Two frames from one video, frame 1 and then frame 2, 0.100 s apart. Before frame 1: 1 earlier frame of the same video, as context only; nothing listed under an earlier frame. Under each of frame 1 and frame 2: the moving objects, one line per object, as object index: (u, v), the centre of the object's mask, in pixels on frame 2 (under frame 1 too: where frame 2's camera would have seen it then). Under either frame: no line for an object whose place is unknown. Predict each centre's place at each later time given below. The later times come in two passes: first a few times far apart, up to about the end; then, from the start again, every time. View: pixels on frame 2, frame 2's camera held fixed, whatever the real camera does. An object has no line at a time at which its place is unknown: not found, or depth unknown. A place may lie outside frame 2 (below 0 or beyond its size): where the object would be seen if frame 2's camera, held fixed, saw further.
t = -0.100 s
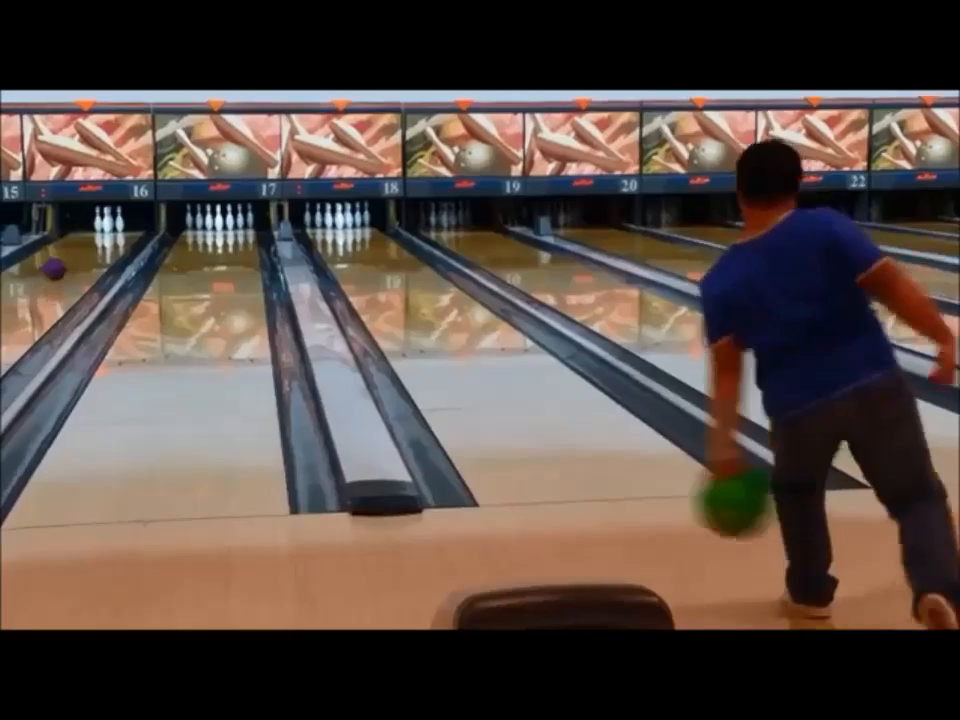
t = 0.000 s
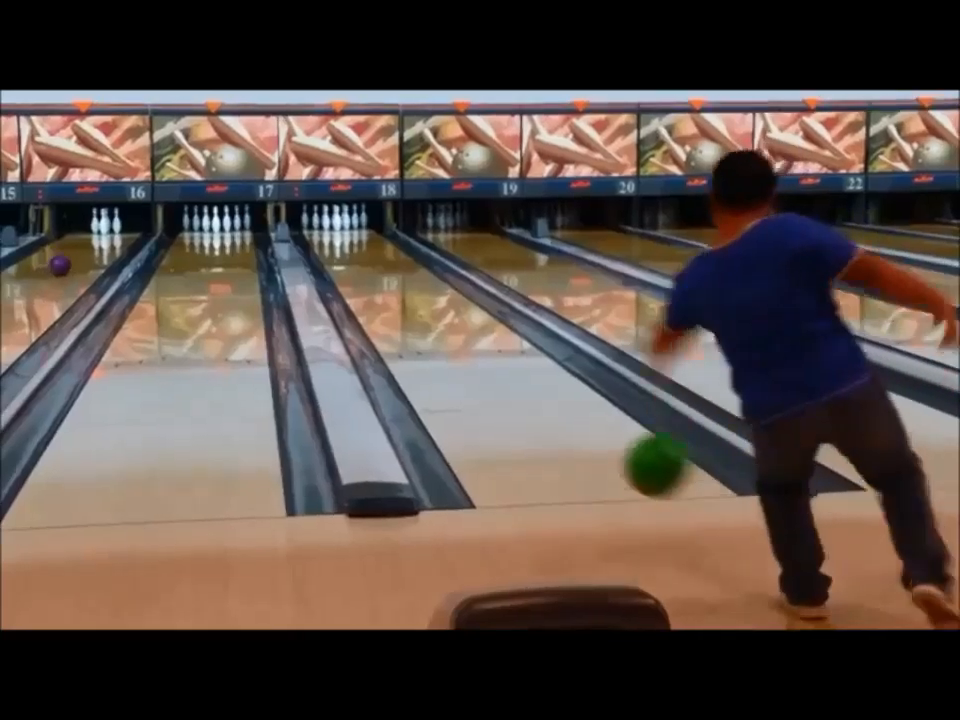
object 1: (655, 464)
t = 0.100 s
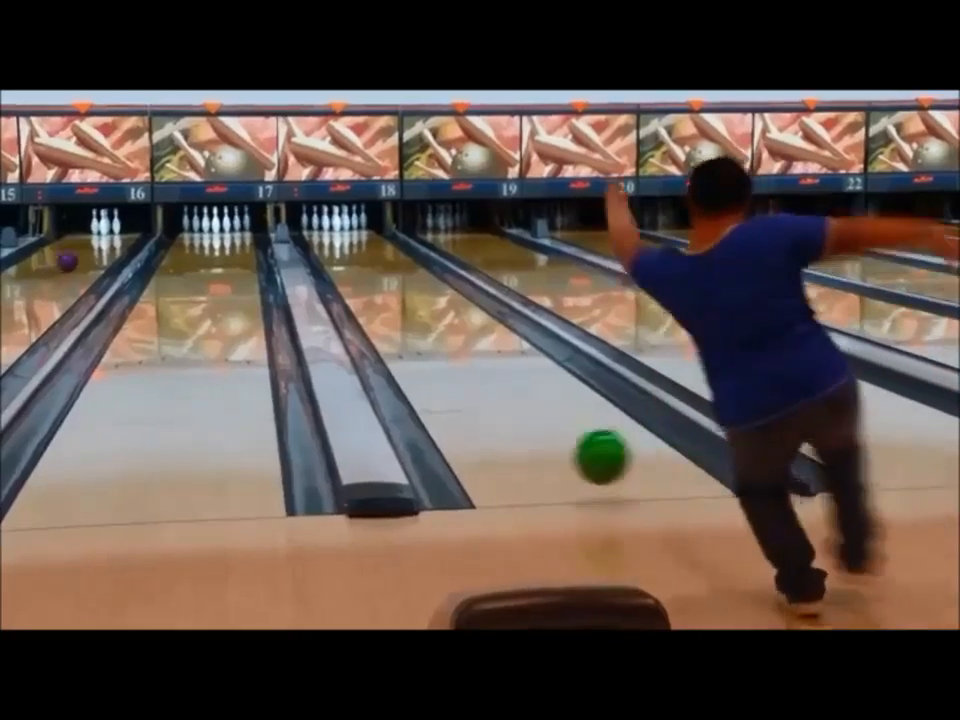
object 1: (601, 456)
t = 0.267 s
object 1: (534, 420)
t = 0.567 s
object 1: (463, 354)
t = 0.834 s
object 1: (422, 316)
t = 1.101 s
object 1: (395, 290)
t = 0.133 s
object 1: (585, 459)
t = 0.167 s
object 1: (571, 453)
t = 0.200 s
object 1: (558, 440)
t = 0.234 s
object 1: (546, 429)
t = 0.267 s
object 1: (534, 420)
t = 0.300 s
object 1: (525, 411)
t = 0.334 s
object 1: (515, 402)
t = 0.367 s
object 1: (506, 393)
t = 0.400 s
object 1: (498, 386)
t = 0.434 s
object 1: (490, 379)
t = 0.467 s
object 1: (483, 371)
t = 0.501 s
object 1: (476, 365)
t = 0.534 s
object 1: (469, 359)
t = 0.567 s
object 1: (463, 354)
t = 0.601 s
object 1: (457, 348)
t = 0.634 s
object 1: (451, 342)
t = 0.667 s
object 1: (443, 340)
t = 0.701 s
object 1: (440, 331)
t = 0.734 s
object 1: (436, 328)
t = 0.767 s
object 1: (431, 324)
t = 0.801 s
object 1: (427, 319)
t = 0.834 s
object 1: (422, 316)
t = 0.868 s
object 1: (418, 312)
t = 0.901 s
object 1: (414, 308)
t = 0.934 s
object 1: (411, 306)
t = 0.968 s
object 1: (408, 302)
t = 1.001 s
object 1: (404, 299)
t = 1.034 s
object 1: (401, 296)
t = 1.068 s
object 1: (398, 293)
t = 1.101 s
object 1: (395, 290)
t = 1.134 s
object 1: (392, 287)
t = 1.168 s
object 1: (389, 285)
